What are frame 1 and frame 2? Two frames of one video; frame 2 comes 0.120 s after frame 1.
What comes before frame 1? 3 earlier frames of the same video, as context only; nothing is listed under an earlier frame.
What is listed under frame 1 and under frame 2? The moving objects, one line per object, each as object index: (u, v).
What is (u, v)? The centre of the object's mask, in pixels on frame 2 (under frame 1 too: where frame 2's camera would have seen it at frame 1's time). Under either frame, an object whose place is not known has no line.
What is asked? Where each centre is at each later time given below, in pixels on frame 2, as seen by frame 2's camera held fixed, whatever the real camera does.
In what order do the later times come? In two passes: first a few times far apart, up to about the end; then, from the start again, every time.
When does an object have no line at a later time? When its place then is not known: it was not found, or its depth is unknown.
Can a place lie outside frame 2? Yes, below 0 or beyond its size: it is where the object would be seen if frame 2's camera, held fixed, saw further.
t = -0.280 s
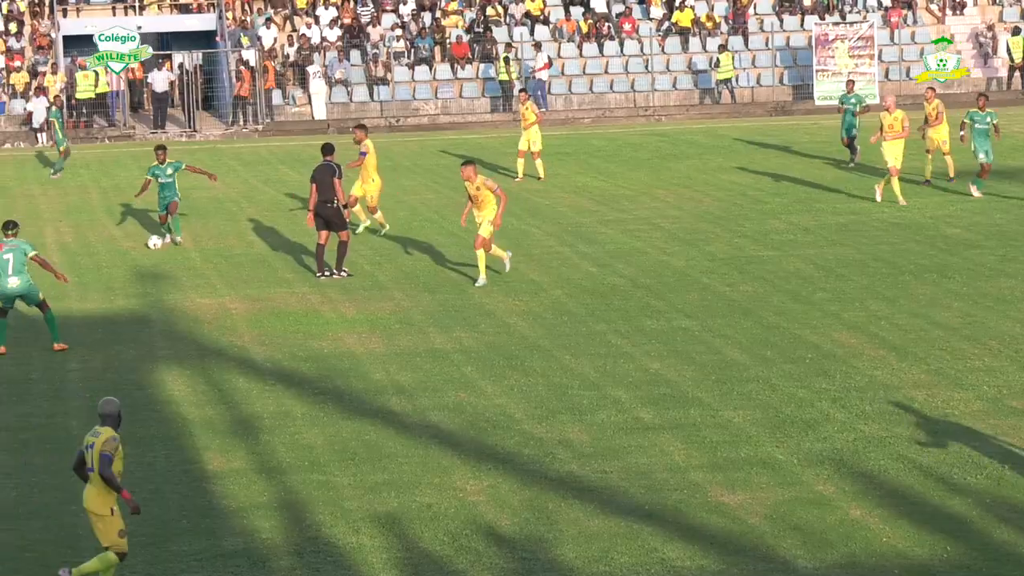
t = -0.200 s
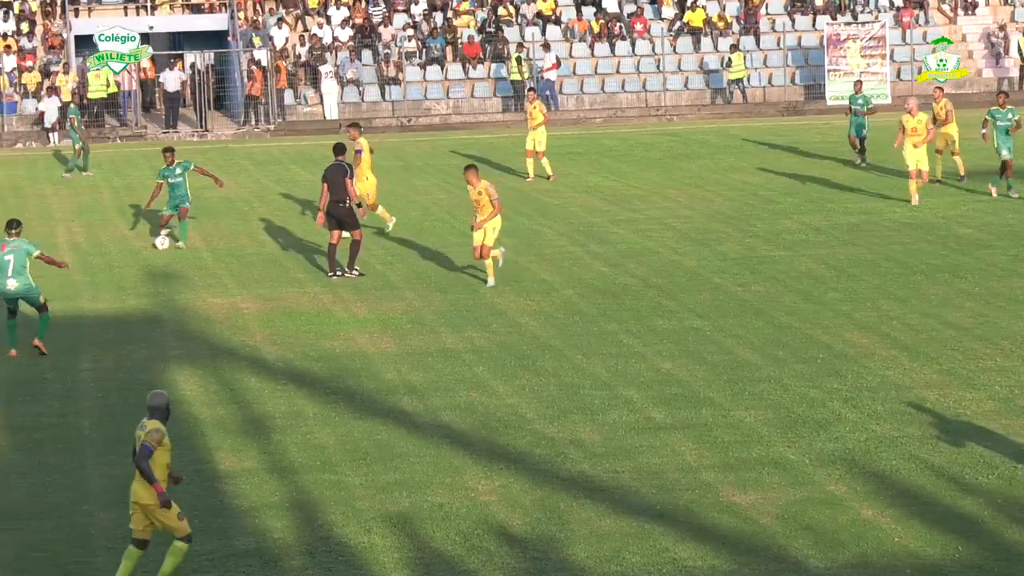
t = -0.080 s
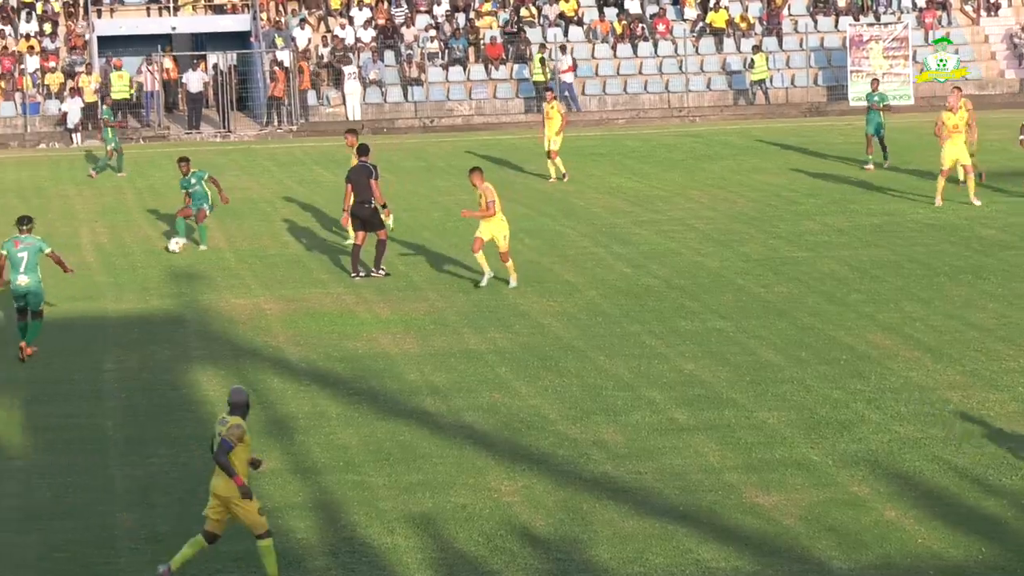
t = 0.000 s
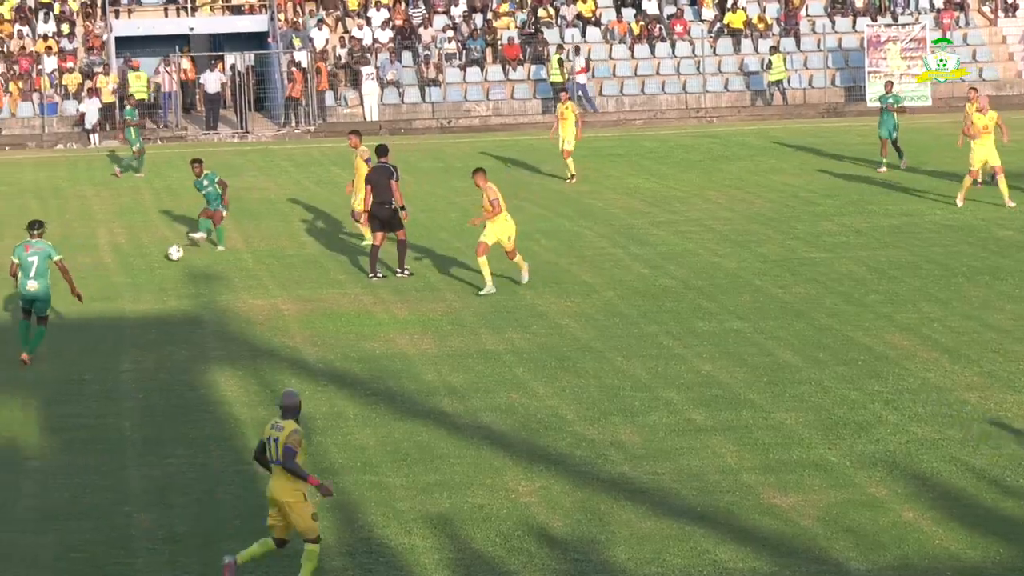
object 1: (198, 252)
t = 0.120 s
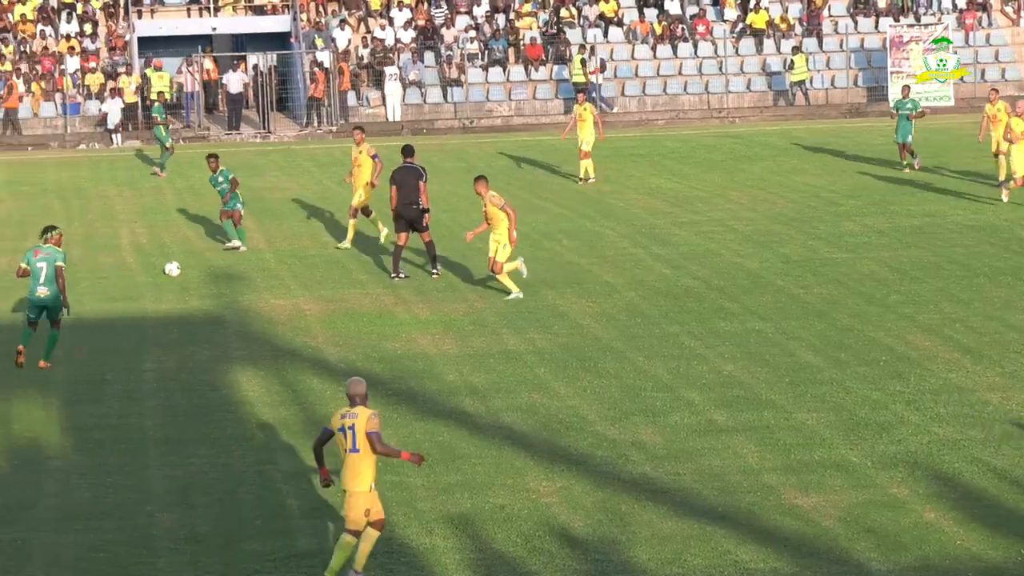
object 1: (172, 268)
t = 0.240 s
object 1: (146, 280)
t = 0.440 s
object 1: (105, 299)
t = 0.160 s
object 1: (163, 271)
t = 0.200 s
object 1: (156, 275)
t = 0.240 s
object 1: (146, 280)
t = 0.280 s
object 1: (138, 285)
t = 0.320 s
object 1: (130, 289)
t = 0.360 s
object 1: (122, 291)
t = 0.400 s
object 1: (113, 294)
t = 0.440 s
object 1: (105, 299)
